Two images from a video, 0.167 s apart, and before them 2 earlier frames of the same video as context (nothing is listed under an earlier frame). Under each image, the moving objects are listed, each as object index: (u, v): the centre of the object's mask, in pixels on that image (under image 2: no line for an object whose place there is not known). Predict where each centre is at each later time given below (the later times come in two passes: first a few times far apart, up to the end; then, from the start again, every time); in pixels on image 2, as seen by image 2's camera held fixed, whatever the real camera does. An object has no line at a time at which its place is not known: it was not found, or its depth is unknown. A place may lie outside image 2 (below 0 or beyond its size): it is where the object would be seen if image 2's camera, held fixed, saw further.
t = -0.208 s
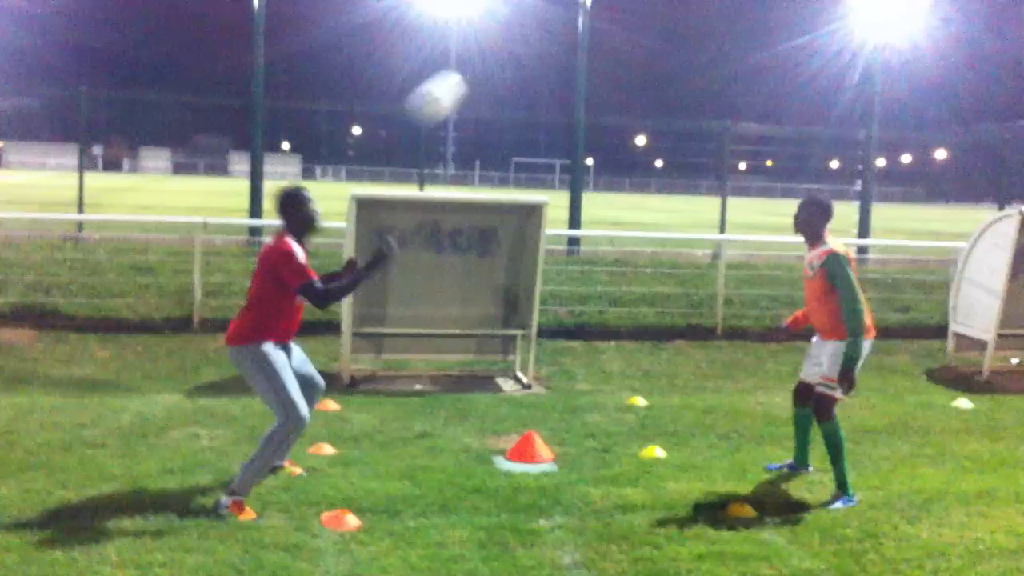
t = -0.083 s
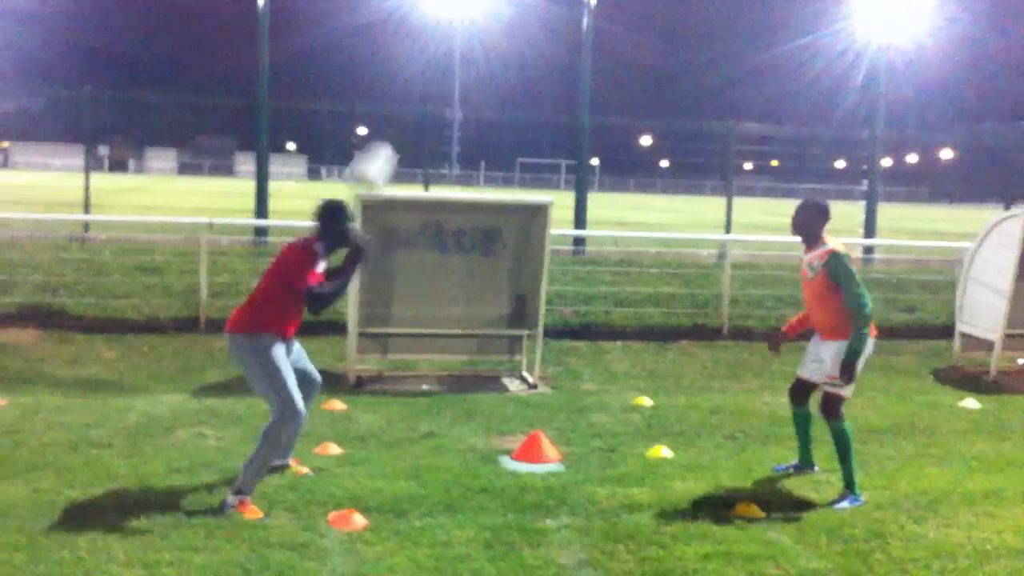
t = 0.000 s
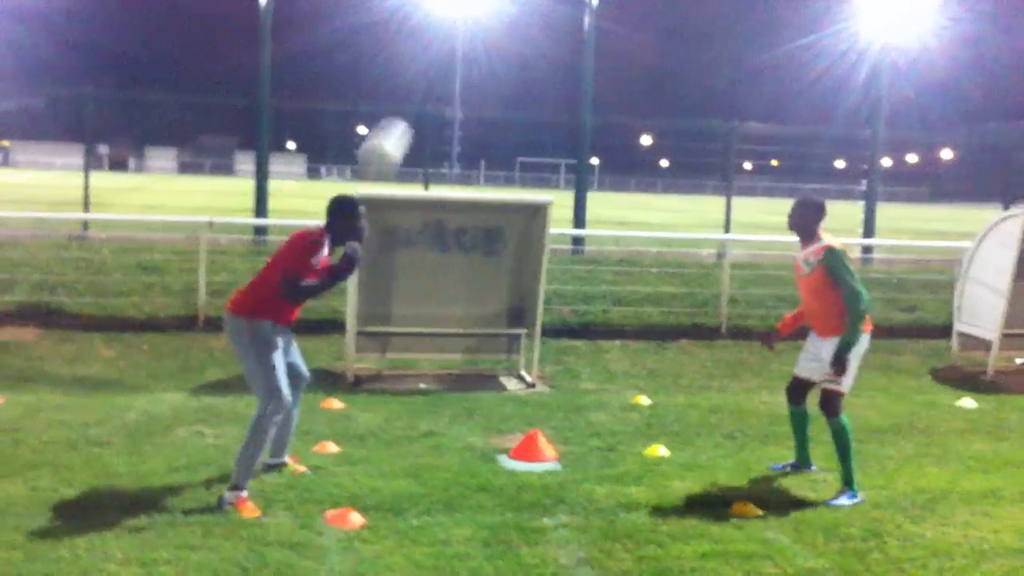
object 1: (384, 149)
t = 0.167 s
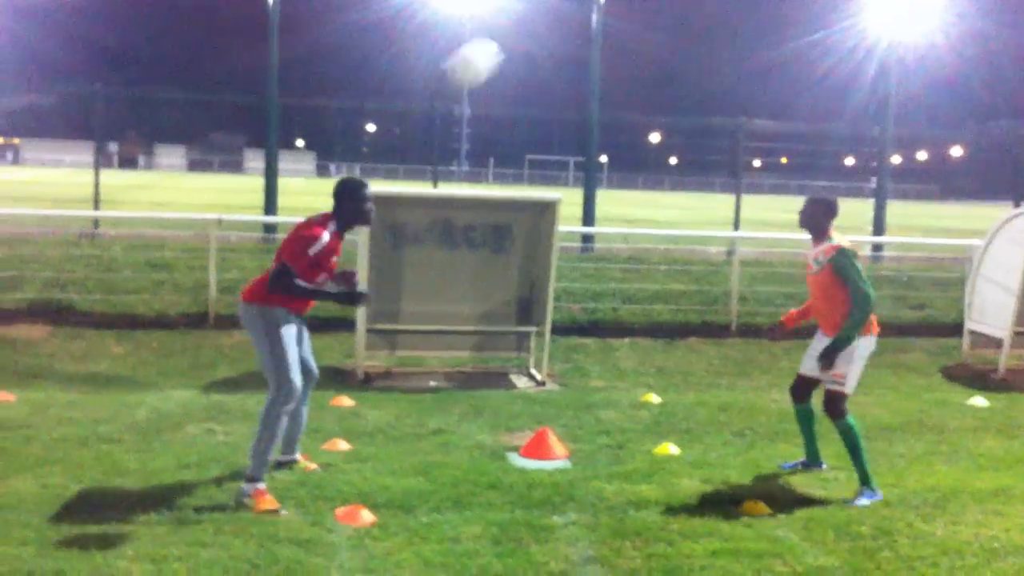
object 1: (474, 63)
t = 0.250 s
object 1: (513, 41)
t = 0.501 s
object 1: (626, 50)
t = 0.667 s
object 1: (695, 123)
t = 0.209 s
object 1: (494, 50)
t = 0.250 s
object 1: (513, 41)
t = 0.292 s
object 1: (532, 34)
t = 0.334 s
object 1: (551, 31)
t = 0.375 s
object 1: (569, 31)
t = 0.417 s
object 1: (588, 35)
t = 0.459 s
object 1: (607, 41)
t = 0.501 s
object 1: (626, 50)
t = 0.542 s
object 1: (644, 64)
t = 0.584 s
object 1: (661, 81)
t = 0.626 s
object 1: (678, 101)
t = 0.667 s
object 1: (695, 123)
